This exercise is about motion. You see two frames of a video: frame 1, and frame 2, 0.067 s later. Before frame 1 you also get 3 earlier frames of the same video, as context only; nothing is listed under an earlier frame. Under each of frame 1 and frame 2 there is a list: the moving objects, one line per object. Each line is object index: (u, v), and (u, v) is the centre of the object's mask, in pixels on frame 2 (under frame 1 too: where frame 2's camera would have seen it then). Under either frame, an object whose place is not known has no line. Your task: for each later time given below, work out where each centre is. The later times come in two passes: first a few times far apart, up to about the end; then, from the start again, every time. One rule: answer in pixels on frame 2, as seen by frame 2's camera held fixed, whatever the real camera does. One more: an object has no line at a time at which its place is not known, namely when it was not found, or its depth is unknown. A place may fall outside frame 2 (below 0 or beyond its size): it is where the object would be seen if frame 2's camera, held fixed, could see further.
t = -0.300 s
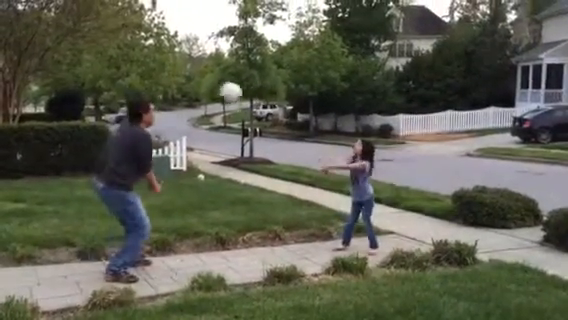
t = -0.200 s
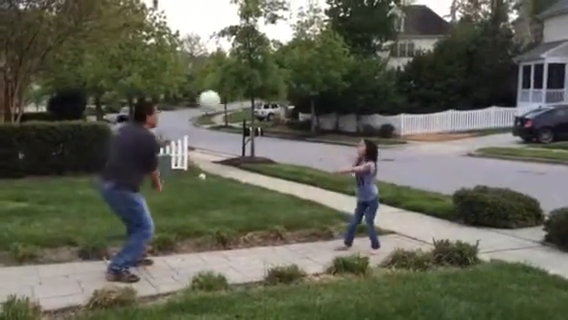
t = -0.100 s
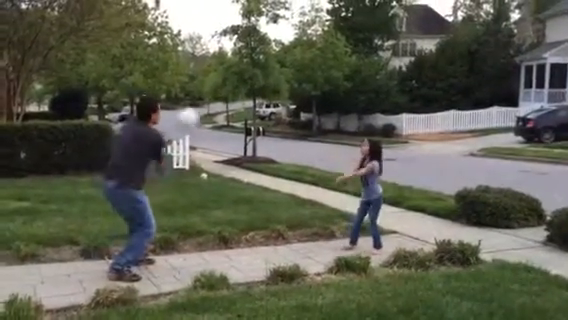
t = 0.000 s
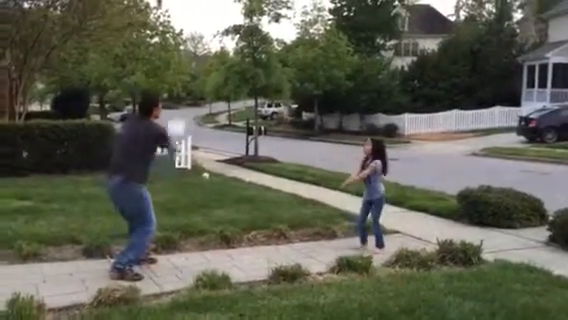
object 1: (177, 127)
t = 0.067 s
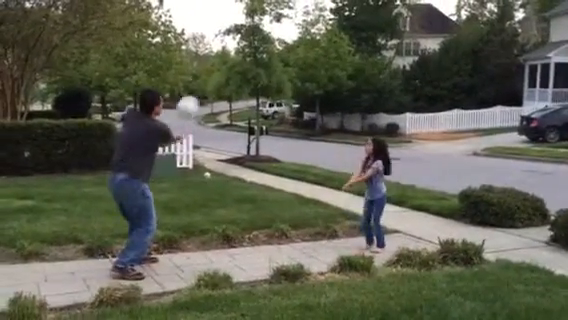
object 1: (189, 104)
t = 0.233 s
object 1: (216, 65)
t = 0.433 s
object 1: (248, 51)
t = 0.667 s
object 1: (286, 84)
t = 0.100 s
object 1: (193, 95)
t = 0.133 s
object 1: (199, 86)
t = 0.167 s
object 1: (204, 78)
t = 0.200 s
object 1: (210, 71)
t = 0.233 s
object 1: (216, 65)
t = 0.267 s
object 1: (220, 58)
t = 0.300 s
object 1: (226, 56)
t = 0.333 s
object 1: (232, 52)
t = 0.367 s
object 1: (239, 51)
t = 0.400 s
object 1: (244, 51)
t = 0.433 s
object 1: (248, 51)
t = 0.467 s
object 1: (254, 53)
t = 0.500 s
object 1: (259, 55)
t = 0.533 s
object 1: (264, 59)
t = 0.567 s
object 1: (270, 64)
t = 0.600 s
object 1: (275, 69)
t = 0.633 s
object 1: (280, 76)
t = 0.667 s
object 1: (286, 84)
